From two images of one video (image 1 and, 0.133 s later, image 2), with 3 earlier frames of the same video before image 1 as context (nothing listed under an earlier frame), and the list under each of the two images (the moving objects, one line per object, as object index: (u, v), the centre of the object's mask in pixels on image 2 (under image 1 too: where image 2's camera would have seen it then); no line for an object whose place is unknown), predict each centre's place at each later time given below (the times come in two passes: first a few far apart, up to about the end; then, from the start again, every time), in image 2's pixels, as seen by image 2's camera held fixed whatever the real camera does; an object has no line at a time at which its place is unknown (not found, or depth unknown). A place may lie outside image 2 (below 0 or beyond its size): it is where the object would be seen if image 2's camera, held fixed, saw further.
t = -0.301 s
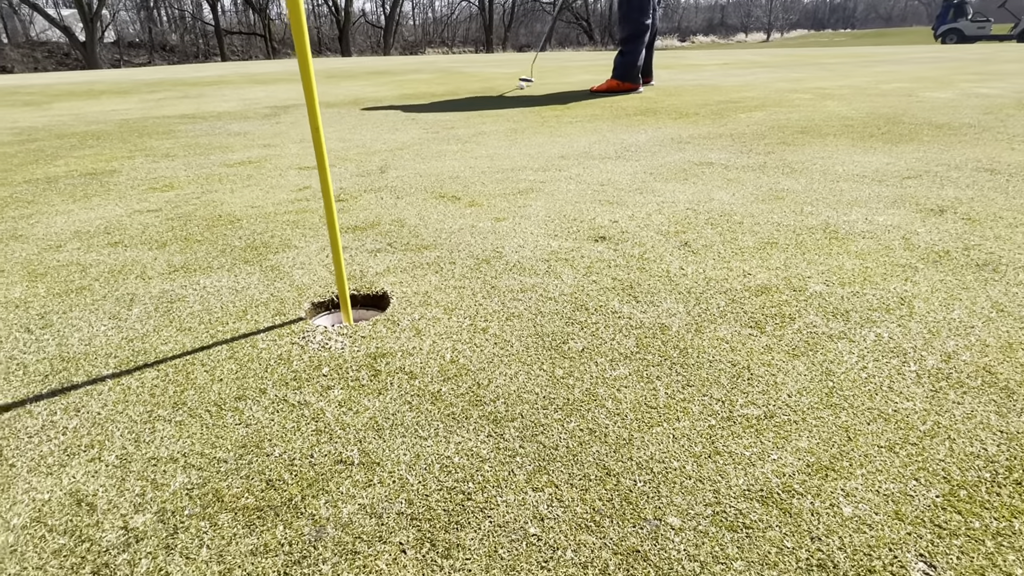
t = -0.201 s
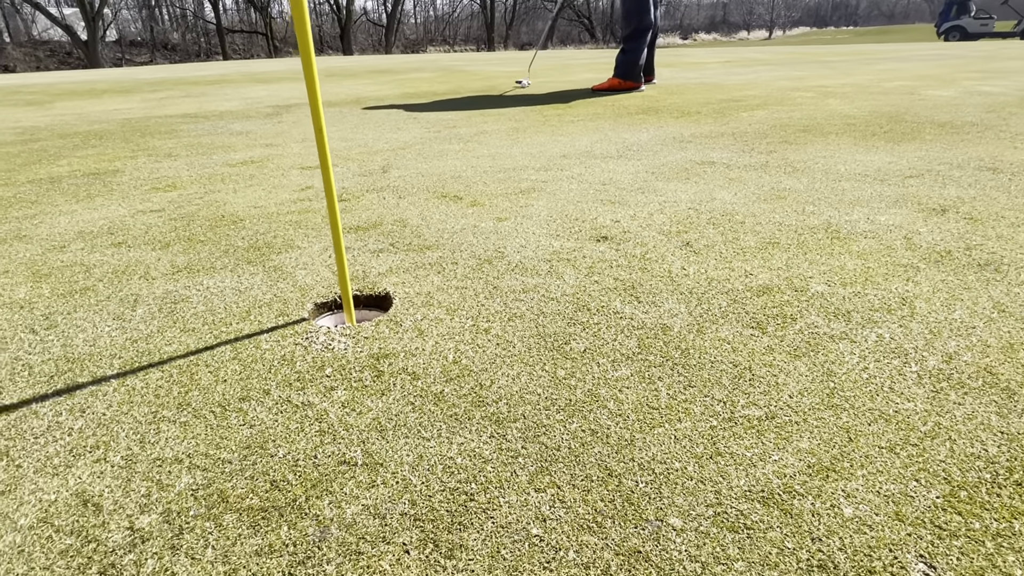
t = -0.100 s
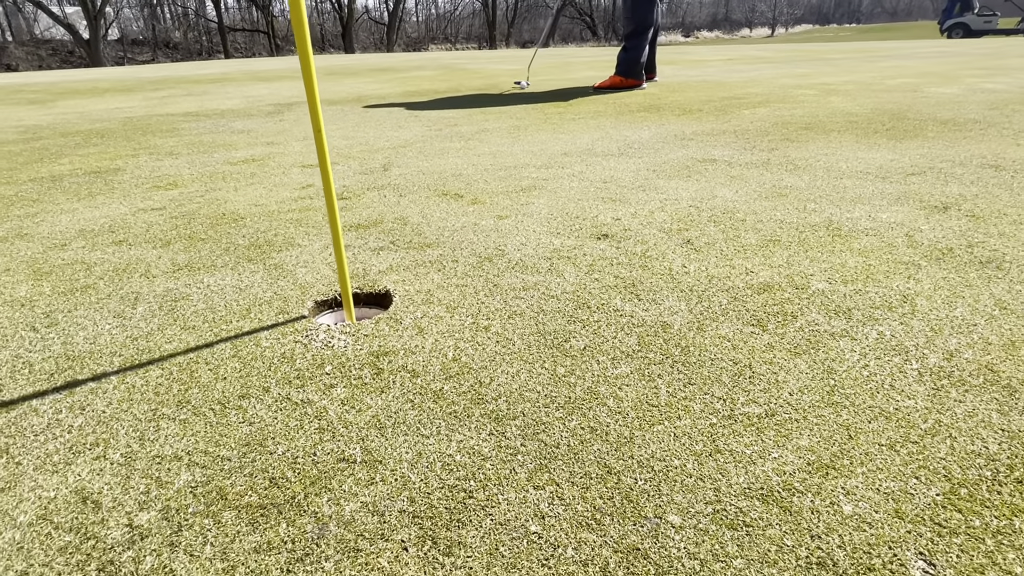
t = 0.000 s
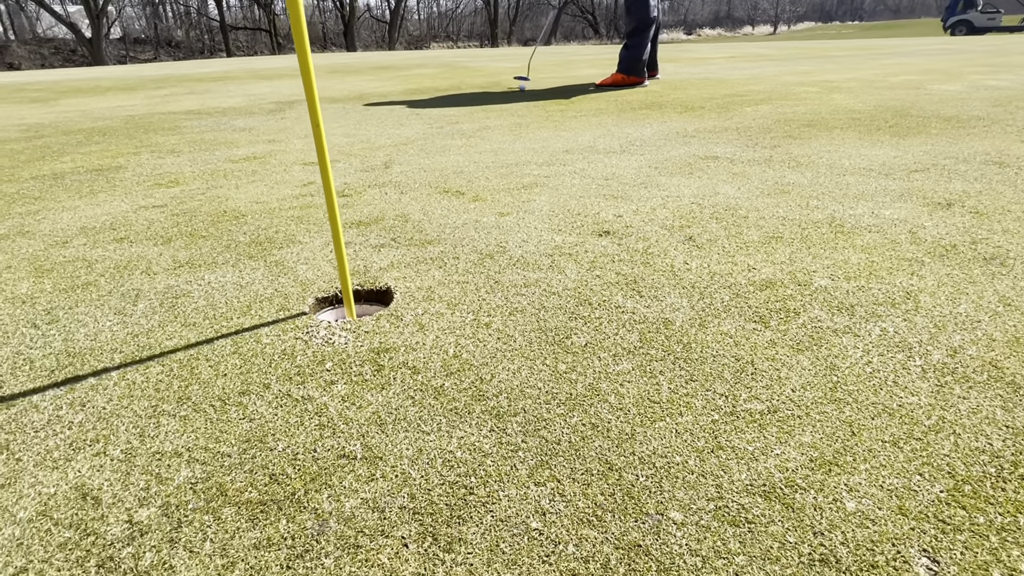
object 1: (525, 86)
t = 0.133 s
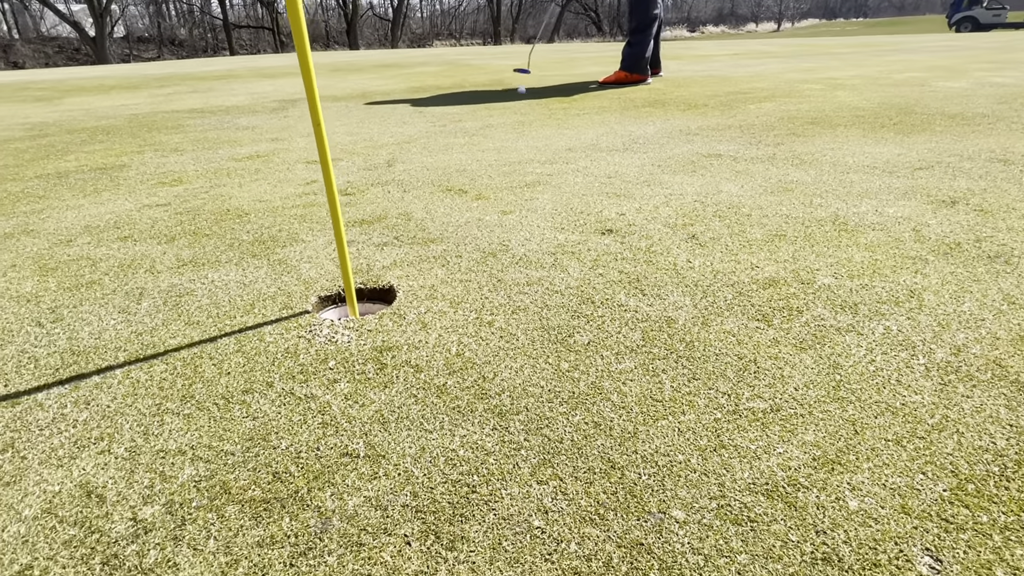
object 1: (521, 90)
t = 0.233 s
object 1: (518, 95)
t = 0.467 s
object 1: (510, 107)
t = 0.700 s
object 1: (499, 121)
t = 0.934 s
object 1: (483, 137)
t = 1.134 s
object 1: (462, 155)
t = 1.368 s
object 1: (427, 181)
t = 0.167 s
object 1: (520, 92)
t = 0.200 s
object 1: (519, 93)
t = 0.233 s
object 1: (518, 95)
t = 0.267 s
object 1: (518, 96)
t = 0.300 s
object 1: (517, 98)
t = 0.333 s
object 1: (515, 100)
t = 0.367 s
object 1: (514, 102)
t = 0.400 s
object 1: (513, 103)
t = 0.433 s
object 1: (512, 105)
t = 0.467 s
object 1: (510, 107)
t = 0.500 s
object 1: (508, 109)
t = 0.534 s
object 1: (507, 111)
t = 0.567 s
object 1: (506, 113)
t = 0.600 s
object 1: (504, 115)
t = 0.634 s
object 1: (503, 116)
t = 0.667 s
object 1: (501, 118)
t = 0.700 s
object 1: (499, 121)
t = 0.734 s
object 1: (497, 123)
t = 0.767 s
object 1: (495, 125)
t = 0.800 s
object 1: (493, 127)
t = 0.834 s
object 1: (491, 130)
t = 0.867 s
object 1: (488, 132)
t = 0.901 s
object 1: (486, 134)
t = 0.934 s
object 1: (483, 137)
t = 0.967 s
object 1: (480, 139)
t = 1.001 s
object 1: (476, 142)
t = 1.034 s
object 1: (473, 145)
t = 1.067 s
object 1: (470, 148)
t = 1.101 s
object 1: (466, 151)
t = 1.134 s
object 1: (462, 155)
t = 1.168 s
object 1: (458, 158)
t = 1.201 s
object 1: (453, 162)
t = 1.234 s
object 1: (448, 165)
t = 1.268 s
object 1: (443, 169)
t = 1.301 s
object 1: (438, 172)
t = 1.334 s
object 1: (433, 176)
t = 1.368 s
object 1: (427, 181)
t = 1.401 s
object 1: (421, 184)
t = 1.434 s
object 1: (415, 190)
